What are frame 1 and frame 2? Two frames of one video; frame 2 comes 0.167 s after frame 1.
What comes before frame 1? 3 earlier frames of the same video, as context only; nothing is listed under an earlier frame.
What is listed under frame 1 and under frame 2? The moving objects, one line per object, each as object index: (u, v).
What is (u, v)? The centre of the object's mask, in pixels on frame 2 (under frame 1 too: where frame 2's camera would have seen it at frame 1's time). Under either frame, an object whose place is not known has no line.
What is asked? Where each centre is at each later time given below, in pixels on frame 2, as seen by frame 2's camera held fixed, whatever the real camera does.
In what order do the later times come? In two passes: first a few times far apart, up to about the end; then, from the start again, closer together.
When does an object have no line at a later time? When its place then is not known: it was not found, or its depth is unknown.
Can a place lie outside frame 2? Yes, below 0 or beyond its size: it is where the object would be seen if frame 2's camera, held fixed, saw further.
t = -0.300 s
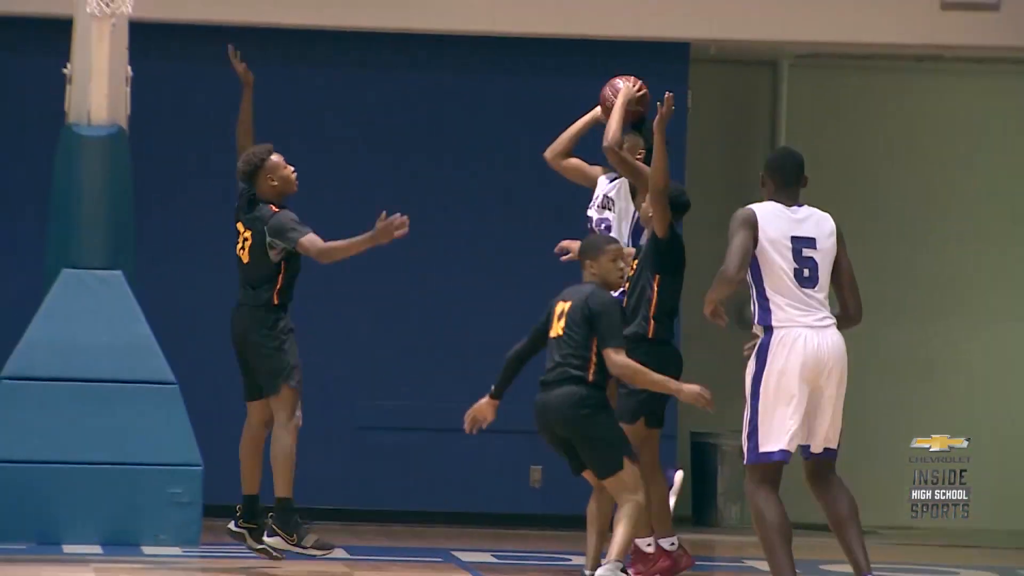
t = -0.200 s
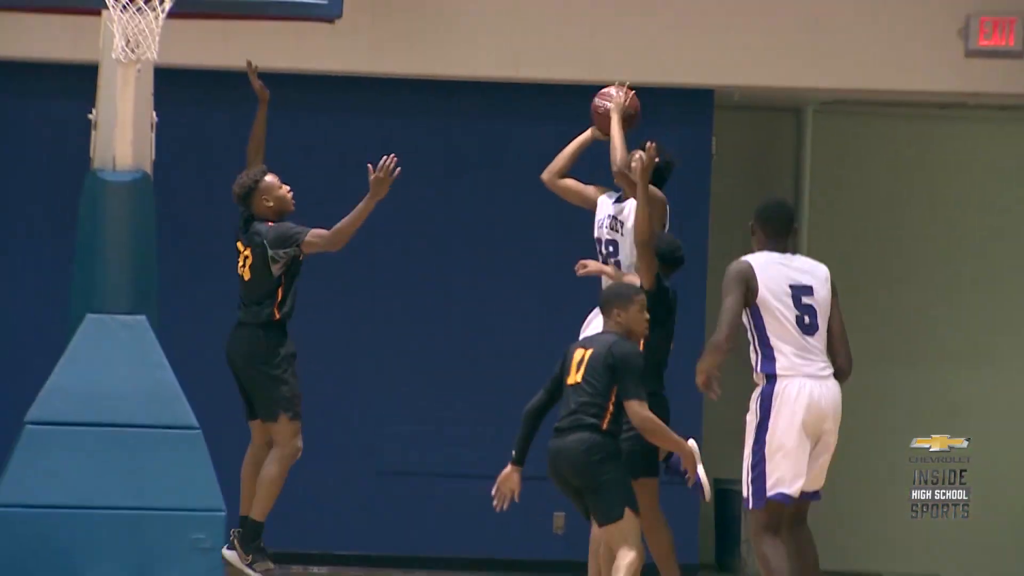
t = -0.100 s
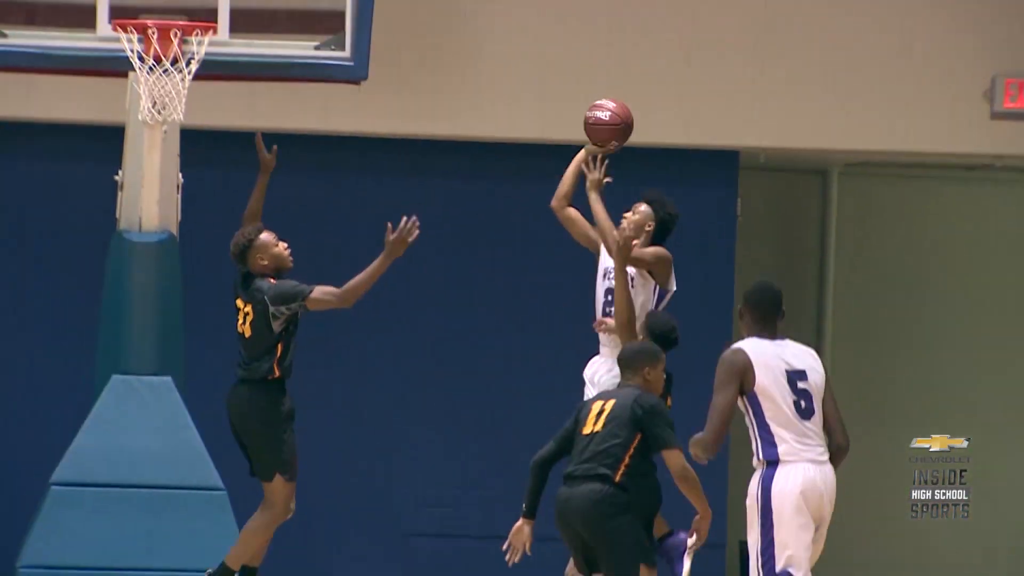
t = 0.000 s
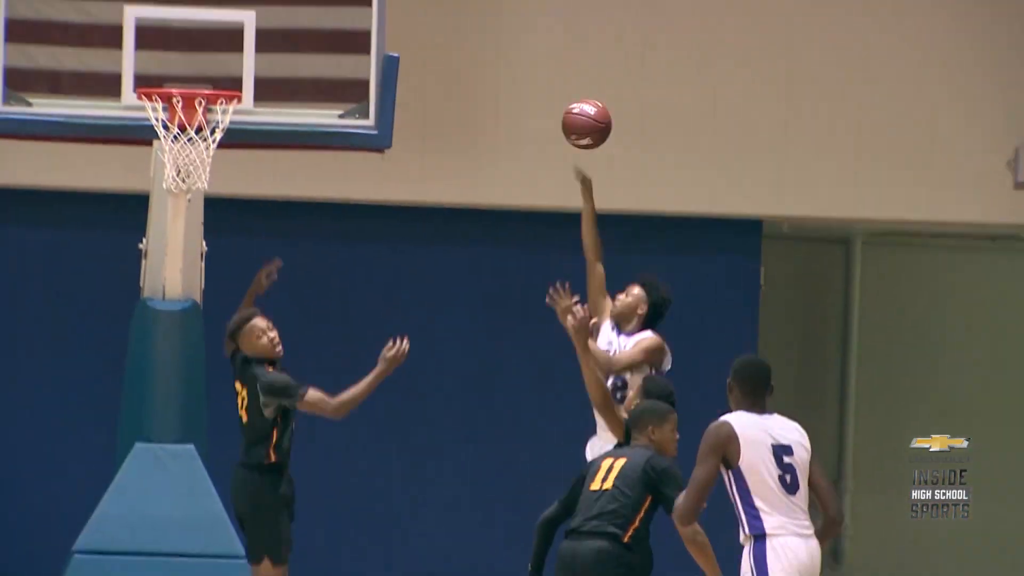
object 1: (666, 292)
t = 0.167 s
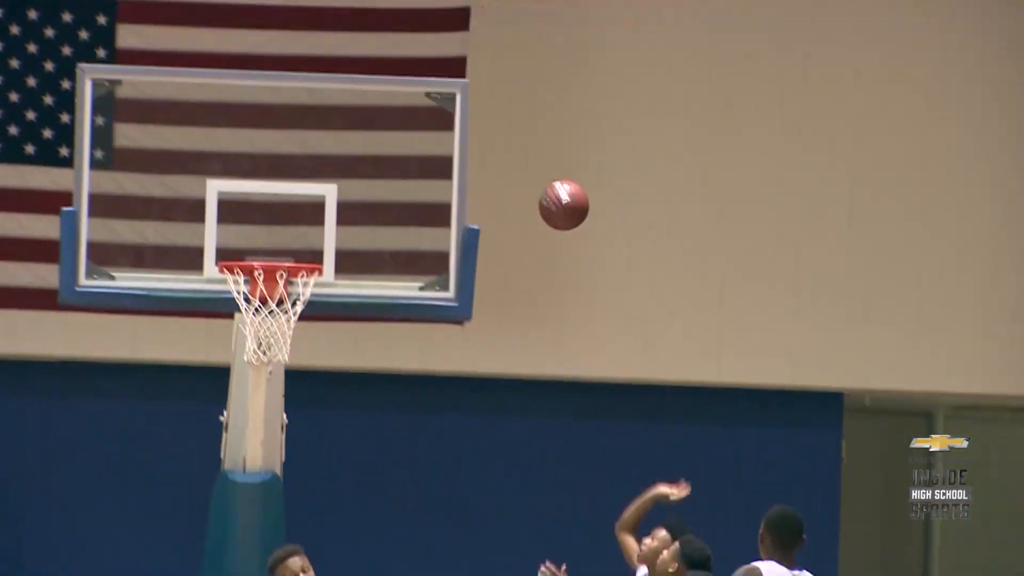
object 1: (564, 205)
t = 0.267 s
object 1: (501, 180)
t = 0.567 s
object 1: (307, 218)
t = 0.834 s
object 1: (294, 320)
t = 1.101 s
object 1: (277, 366)
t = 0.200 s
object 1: (543, 194)
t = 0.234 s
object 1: (522, 186)
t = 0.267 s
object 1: (501, 180)
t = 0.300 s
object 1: (481, 175)
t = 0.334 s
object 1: (459, 173)
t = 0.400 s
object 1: (417, 175)
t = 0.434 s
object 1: (396, 179)
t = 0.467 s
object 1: (374, 185)
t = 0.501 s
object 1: (352, 194)
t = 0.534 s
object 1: (330, 205)
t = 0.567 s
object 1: (307, 218)
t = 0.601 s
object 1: (286, 232)
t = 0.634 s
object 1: (263, 246)
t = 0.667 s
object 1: (255, 268)
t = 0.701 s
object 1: (267, 281)
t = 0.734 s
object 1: (278, 294)
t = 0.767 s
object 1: (291, 304)
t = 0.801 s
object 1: (297, 303)
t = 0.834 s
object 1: (294, 320)
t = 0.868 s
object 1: (294, 319)
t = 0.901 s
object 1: (294, 319)
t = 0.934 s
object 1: (293, 323)
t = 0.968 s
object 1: (293, 332)
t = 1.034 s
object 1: (289, 344)
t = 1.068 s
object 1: (284, 352)
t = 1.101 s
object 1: (277, 366)
